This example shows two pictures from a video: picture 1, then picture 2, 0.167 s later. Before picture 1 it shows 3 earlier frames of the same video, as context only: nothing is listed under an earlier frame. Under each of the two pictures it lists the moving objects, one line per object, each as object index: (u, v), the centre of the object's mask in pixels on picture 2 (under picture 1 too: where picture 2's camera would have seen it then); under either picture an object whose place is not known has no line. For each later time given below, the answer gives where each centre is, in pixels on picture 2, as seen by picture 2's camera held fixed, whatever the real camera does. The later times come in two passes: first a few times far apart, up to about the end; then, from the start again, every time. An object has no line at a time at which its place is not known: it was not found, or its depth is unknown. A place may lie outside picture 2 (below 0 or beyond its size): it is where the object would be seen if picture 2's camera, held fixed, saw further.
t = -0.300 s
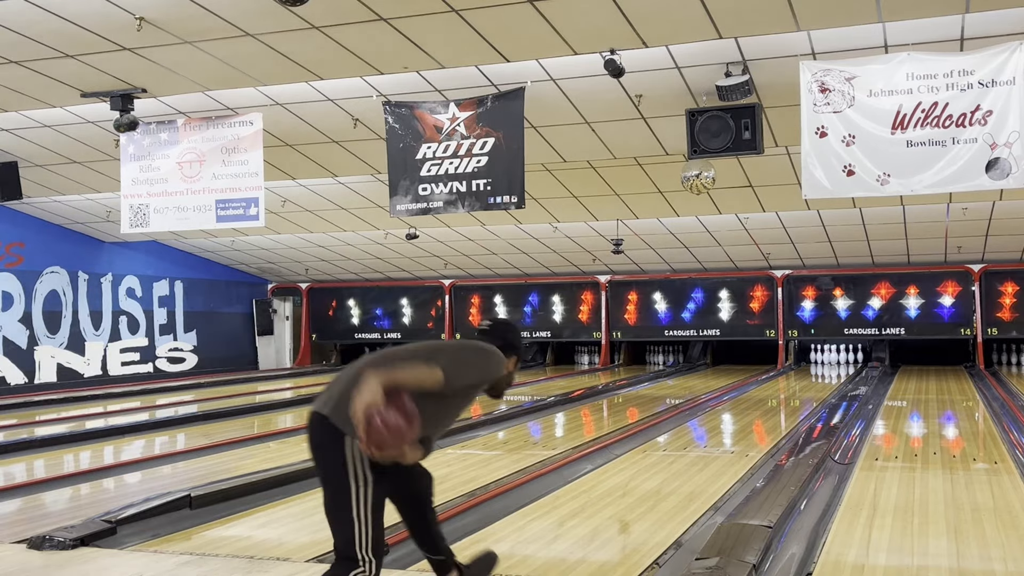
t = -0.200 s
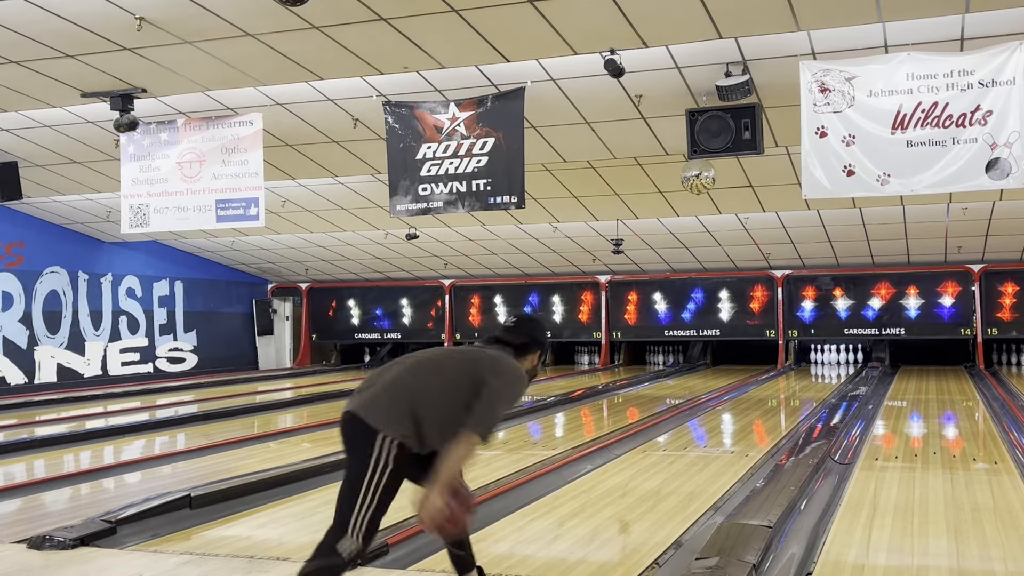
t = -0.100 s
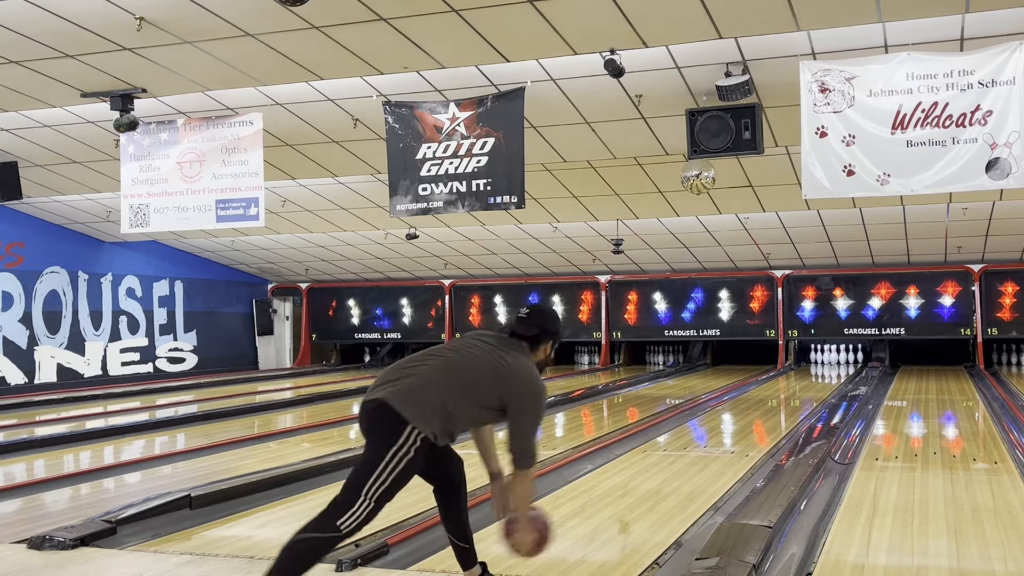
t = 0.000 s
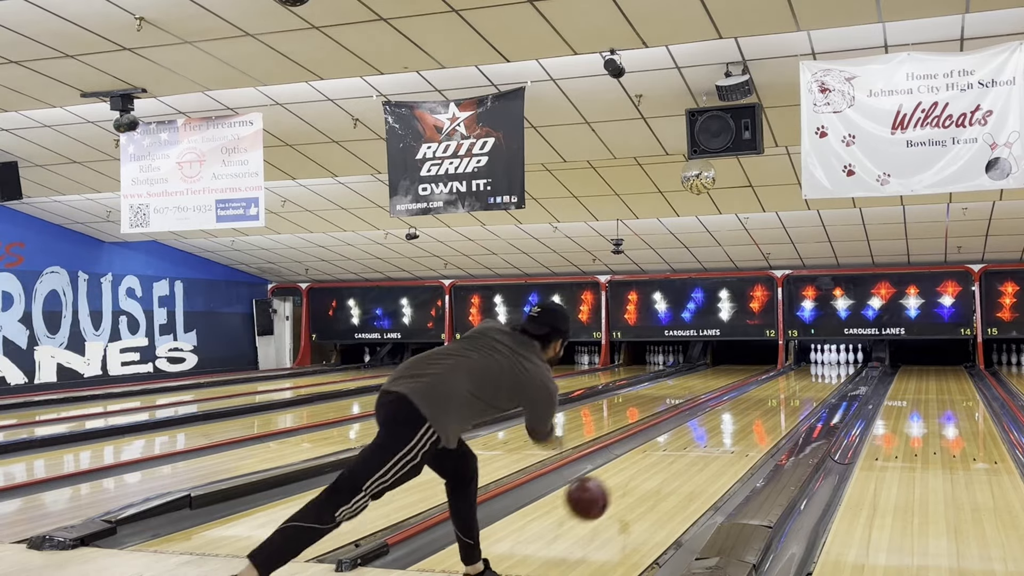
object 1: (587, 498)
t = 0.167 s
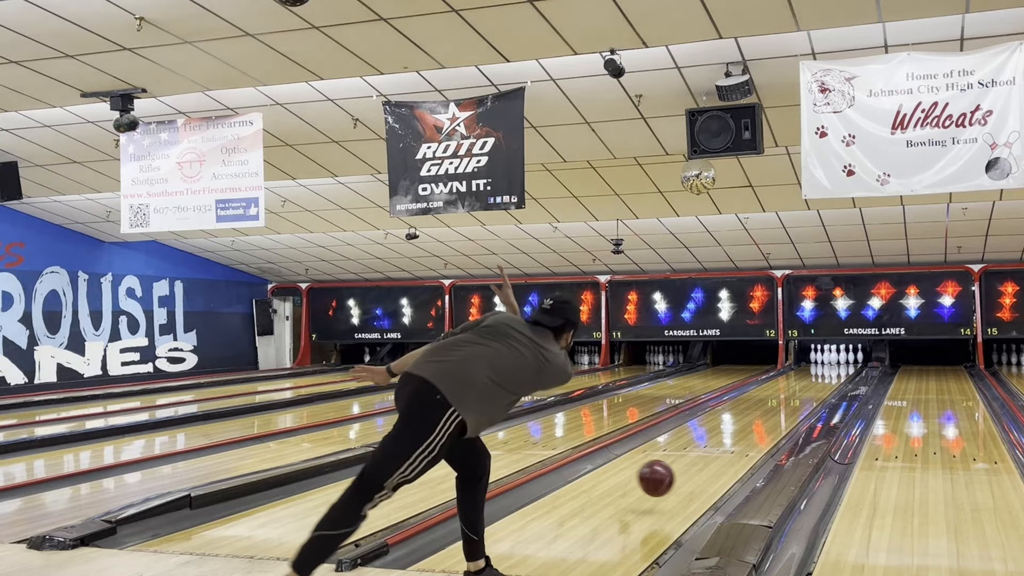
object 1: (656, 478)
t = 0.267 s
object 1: (687, 476)
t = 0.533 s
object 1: (744, 439)
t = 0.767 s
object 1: (775, 419)
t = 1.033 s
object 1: (800, 402)
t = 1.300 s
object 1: (817, 389)
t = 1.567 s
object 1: (827, 380)
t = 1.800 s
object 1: (832, 373)
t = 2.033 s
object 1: (836, 368)
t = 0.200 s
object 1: (667, 481)
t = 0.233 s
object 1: (677, 482)
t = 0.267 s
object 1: (687, 476)
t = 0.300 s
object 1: (695, 469)
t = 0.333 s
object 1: (704, 465)
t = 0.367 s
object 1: (711, 460)
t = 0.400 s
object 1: (718, 456)
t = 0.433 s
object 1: (725, 451)
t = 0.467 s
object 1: (732, 446)
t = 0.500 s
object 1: (738, 443)
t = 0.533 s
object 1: (744, 439)
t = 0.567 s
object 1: (749, 436)
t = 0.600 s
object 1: (754, 432)
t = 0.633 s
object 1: (759, 429)
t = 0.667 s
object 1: (764, 426)
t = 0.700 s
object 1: (768, 424)
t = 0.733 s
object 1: (772, 421)
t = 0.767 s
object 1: (775, 419)
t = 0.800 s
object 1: (779, 416)
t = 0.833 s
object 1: (783, 414)
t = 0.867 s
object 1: (786, 411)
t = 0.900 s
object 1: (789, 409)
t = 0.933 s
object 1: (792, 407)
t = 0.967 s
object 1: (795, 405)
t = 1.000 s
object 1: (797, 403)
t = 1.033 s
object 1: (800, 402)
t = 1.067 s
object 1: (803, 400)
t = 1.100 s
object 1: (805, 398)
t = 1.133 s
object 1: (807, 396)
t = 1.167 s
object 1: (809, 395)
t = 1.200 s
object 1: (811, 393)
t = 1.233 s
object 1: (813, 392)
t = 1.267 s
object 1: (814, 391)
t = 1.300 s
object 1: (817, 389)
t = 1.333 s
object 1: (818, 388)
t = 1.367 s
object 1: (819, 386)
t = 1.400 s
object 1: (821, 385)
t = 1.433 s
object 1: (822, 384)
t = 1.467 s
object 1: (824, 383)
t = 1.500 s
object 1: (825, 382)
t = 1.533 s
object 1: (826, 381)
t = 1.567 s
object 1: (827, 380)
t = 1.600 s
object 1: (828, 379)
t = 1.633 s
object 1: (829, 378)
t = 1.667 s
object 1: (830, 377)
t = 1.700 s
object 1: (830, 376)
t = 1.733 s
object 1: (831, 375)
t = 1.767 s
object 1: (832, 374)
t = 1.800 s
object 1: (832, 373)
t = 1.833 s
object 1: (833, 372)
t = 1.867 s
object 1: (834, 372)
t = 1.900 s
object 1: (834, 371)
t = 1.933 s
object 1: (835, 370)
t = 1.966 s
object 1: (835, 369)
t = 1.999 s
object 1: (836, 369)
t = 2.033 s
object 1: (836, 368)
